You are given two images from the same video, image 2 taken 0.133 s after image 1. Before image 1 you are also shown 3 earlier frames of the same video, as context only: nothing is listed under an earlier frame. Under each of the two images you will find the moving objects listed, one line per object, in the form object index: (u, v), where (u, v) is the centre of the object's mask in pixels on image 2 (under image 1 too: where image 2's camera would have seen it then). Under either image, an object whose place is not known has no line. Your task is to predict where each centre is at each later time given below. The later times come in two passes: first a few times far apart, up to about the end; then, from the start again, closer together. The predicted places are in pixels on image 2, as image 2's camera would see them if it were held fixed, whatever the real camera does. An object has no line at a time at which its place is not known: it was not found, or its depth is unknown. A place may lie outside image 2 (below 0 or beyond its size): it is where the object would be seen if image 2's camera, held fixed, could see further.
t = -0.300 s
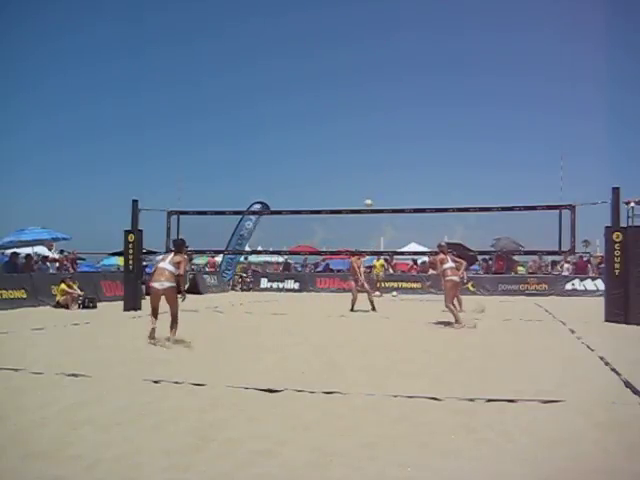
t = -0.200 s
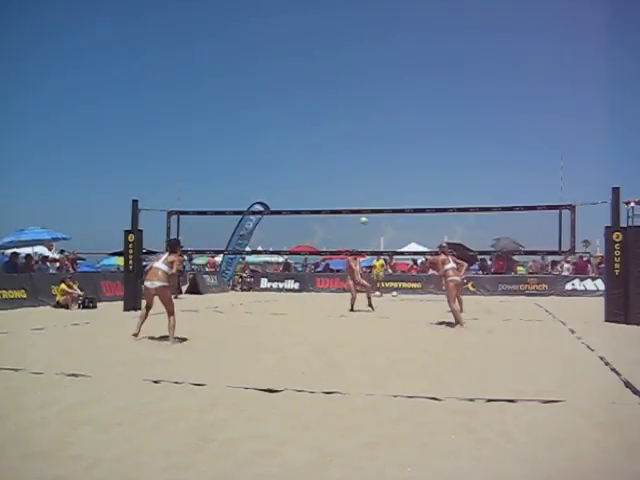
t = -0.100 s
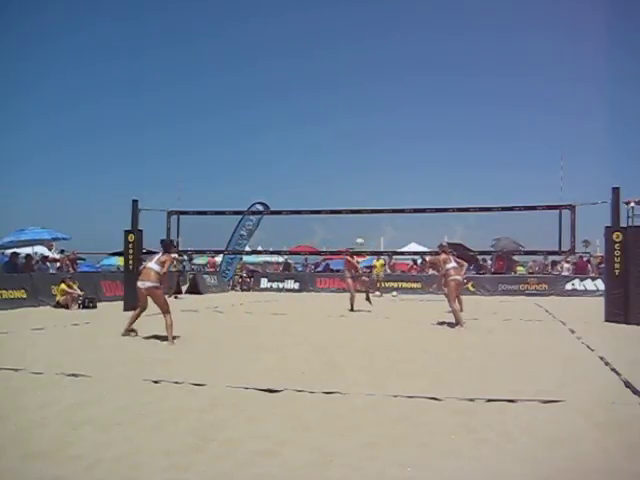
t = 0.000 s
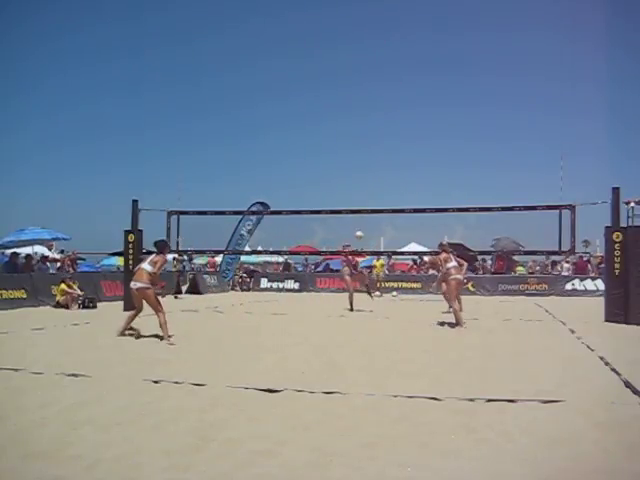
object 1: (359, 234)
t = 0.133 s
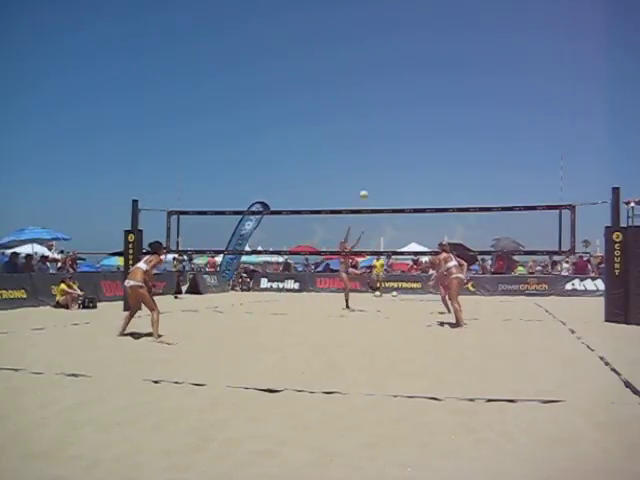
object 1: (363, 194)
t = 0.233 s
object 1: (367, 167)
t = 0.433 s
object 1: (376, 129)
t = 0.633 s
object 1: (387, 106)
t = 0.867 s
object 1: (401, 99)
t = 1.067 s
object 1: (414, 111)
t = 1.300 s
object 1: (432, 147)
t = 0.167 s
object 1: (364, 184)
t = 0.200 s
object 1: (366, 176)
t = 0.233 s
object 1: (367, 167)
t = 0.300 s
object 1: (370, 153)
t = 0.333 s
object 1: (372, 146)
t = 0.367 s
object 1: (373, 139)
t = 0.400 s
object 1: (375, 134)
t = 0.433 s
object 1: (376, 129)
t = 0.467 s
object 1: (378, 123)
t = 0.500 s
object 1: (380, 119)
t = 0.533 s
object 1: (382, 115)
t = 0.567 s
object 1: (383, 111)
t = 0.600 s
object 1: (385, 108)
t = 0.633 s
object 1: (387, 106)
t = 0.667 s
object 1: (389, 103)
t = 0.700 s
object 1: (391, 102)
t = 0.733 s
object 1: (393, 100)
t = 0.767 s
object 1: (395, 99)
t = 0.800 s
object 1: (397, 99)
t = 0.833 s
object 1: (399, 99)
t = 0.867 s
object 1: (401, 99)
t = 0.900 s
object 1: (403, 100)
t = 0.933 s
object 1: (405, 102)
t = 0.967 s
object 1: (408, 103)
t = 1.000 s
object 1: (409, 105)
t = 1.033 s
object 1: (412, 108)
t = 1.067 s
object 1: (414, 111)
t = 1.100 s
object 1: (417, 115)
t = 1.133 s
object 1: (419, 119)
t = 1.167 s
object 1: (422, 124)
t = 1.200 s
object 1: (424, 129)
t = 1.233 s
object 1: (426, 135)
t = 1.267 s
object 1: (429, 141)
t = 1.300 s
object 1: (432, 147)
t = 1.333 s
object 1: (434, 154)
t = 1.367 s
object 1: (437, 162)
